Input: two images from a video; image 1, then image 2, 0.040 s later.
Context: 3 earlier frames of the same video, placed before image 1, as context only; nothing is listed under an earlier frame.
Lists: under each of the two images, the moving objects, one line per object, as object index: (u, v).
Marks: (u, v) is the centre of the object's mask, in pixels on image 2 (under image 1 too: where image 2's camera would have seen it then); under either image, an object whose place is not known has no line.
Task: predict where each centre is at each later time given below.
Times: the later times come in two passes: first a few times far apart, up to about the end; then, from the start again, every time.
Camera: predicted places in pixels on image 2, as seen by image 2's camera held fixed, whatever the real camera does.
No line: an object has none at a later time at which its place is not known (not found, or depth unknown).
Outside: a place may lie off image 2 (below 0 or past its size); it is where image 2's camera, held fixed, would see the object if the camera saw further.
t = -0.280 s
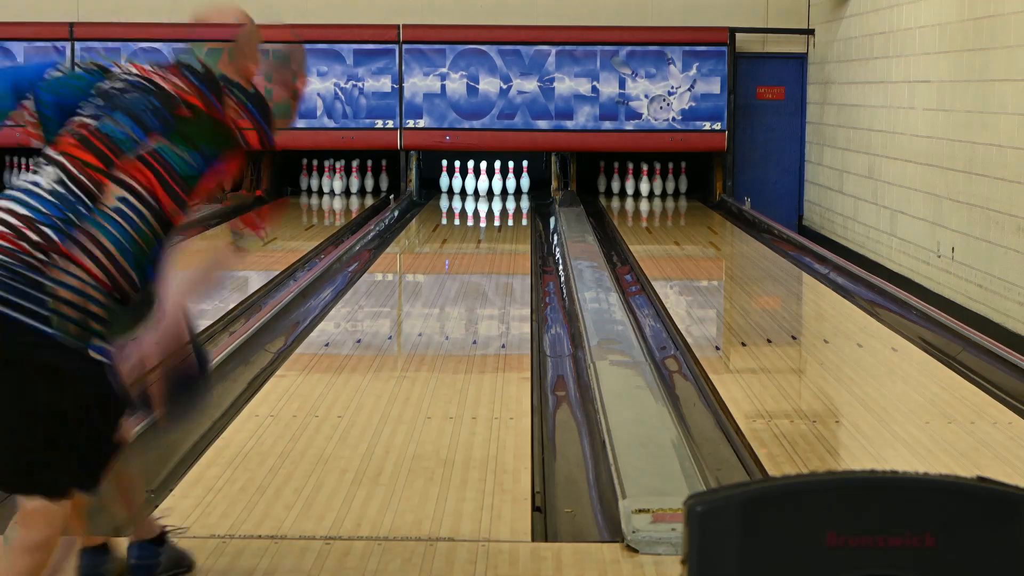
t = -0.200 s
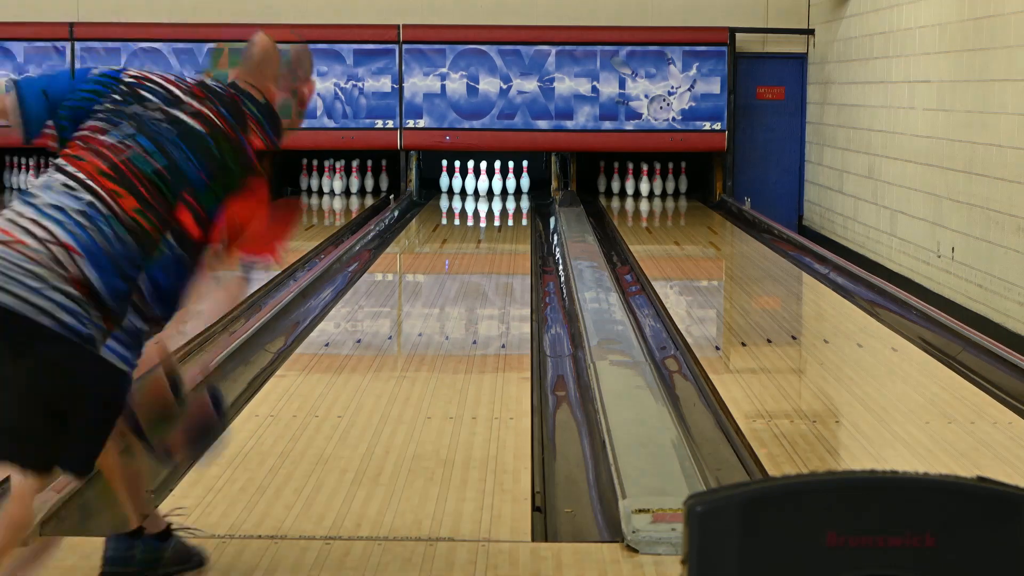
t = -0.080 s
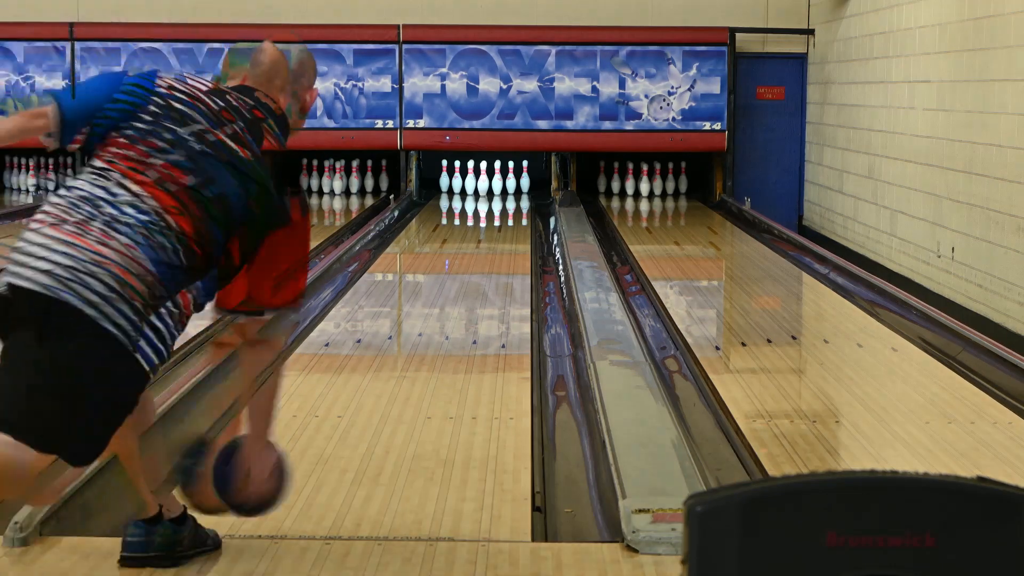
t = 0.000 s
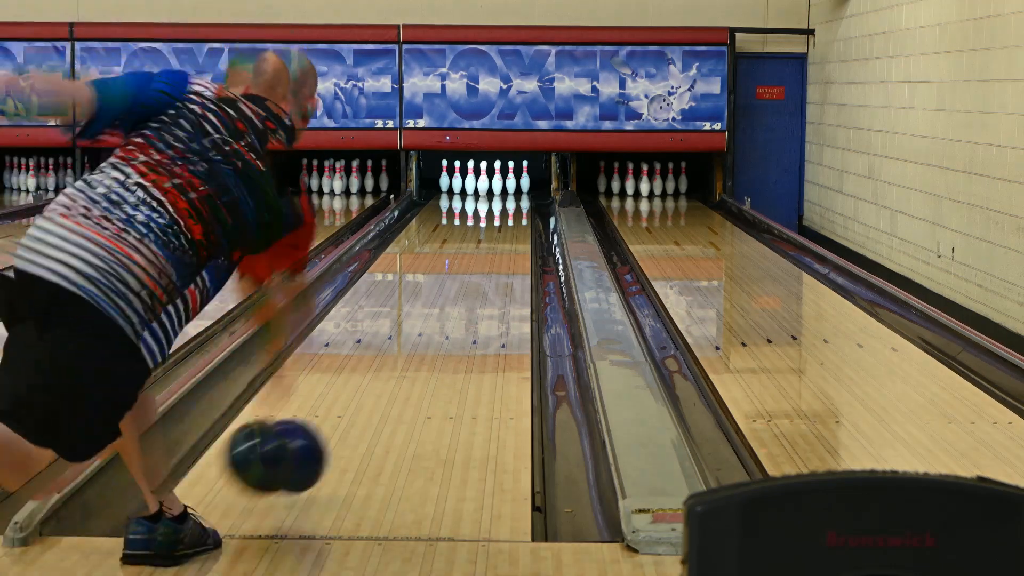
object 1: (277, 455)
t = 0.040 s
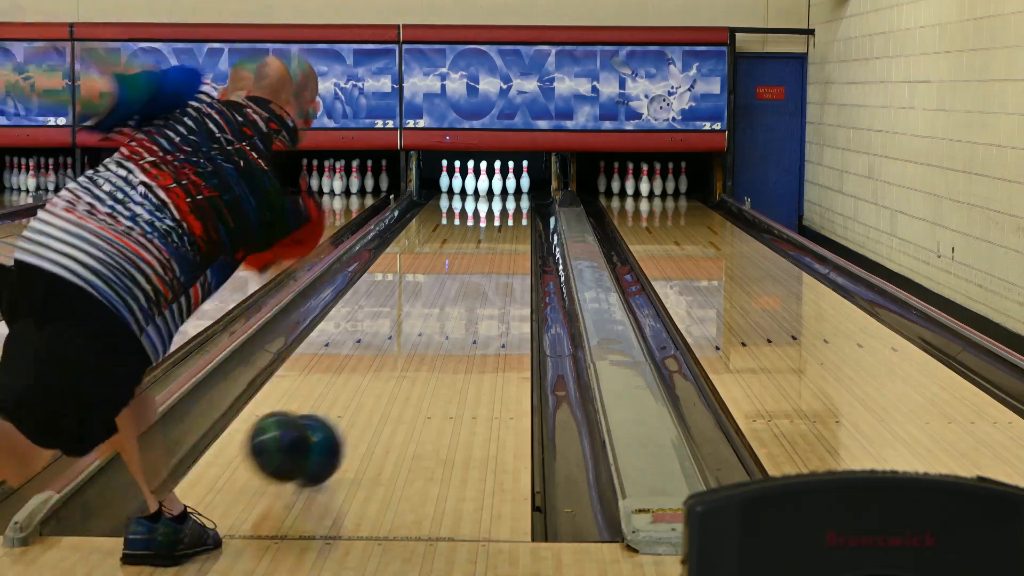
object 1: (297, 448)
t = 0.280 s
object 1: (378, 368)
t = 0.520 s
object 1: (423, 321)
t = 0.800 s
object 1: (460, 282)
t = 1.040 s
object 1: (482, 256)
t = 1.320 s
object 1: (498, 234)
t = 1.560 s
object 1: (506, 221)
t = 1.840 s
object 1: (509, 208)
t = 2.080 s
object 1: (505, 198)
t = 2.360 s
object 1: (492, 190)
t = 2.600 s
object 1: (487, 185)
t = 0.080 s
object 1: (313, 436)
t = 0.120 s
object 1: (328, 420)
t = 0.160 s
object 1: (342, 406)
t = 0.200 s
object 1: (356, 393)
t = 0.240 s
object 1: (367, 380)
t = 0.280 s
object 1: (378, 368)
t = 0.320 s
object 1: (388, 358)
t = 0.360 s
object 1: (397, 349)
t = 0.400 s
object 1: (405, 340)
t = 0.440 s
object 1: (413, 332)
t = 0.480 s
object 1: (421, 324)
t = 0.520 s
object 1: (423, 321)
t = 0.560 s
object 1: (430, 314)
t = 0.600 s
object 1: (437, 307)
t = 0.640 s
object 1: (442, 301)
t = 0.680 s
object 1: (448, 295)
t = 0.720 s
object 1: (451, 292)
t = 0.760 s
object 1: (455, 287)
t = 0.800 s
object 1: (460, 282)
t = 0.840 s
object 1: (464, 277)
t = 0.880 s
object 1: (468, 273)
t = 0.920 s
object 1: (472, 268)
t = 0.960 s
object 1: (476, 264)
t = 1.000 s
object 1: (479, 260)
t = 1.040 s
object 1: (482, 256)
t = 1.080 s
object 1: (485, 253)
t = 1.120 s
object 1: (488, 249)
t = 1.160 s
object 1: (490, 246)
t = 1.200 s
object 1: (493, 243)
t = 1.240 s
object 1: (495, 240)
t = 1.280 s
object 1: (497, 237)
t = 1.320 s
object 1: (498, 234)
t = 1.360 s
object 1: (500, 231)
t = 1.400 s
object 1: (502, 229)
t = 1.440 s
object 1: (504, 226)
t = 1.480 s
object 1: (504, 225)
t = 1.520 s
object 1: (505, 223)
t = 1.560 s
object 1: (506, 221)
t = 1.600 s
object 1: (507, 218)
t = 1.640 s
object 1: (508, 216)
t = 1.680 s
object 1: (509, 214)
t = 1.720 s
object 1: (509, 213)
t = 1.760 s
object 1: (509, 211)
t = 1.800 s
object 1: (509, 209)
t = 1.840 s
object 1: (509, 208)
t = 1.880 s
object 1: (508, 207)
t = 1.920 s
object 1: (509, 205)
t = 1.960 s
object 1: (507, 202)
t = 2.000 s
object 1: (505, 201)
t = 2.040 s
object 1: (506, 199)
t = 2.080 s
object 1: (505, 198)
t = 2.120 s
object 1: (503, 196)
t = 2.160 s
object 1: (503, 195)
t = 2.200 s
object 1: (501, 194)
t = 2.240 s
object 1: (498, 193)
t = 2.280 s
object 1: (496, 192)
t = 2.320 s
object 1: (494, 191)
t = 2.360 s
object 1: (492, 190)
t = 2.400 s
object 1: (491, 189)
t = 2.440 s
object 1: (490, 188)
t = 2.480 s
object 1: (490, 188)
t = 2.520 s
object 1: (487, 187)
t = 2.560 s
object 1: (488, 185)
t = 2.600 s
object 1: (487, 185)
